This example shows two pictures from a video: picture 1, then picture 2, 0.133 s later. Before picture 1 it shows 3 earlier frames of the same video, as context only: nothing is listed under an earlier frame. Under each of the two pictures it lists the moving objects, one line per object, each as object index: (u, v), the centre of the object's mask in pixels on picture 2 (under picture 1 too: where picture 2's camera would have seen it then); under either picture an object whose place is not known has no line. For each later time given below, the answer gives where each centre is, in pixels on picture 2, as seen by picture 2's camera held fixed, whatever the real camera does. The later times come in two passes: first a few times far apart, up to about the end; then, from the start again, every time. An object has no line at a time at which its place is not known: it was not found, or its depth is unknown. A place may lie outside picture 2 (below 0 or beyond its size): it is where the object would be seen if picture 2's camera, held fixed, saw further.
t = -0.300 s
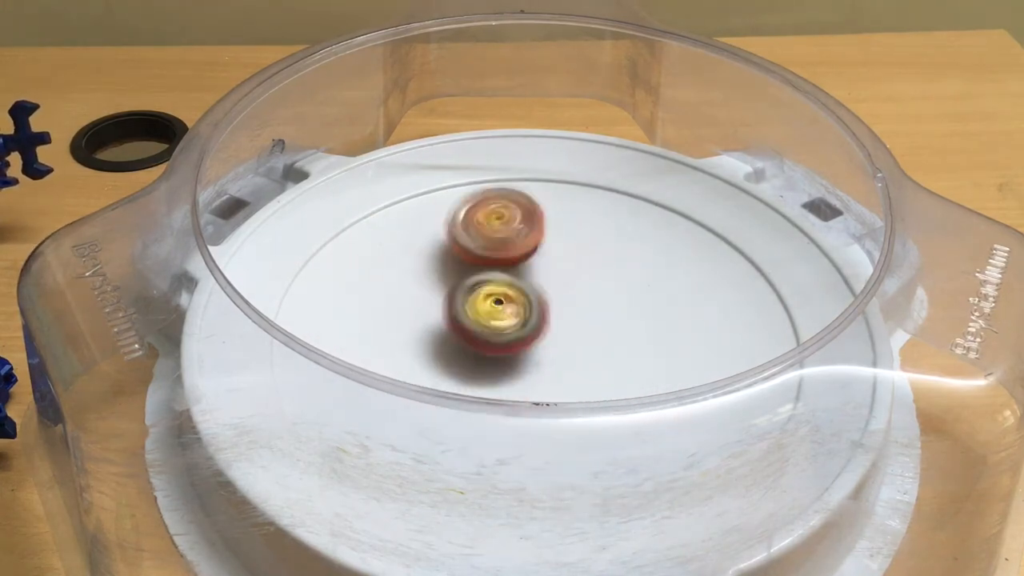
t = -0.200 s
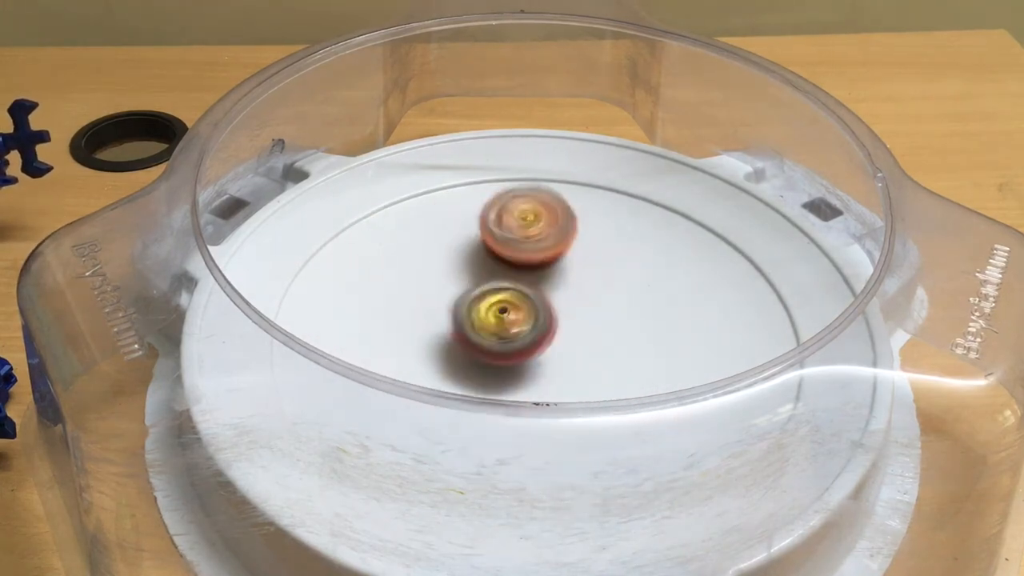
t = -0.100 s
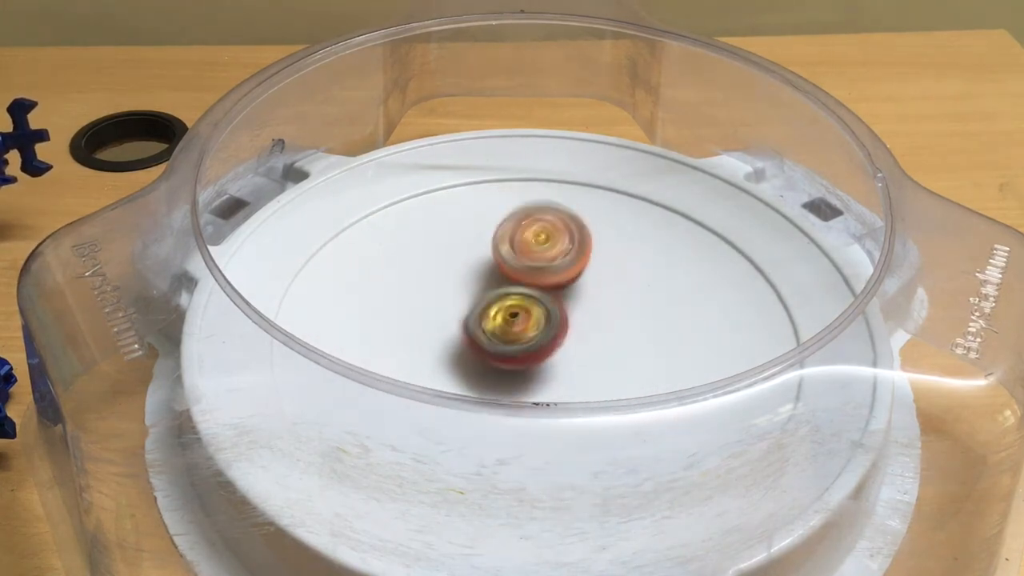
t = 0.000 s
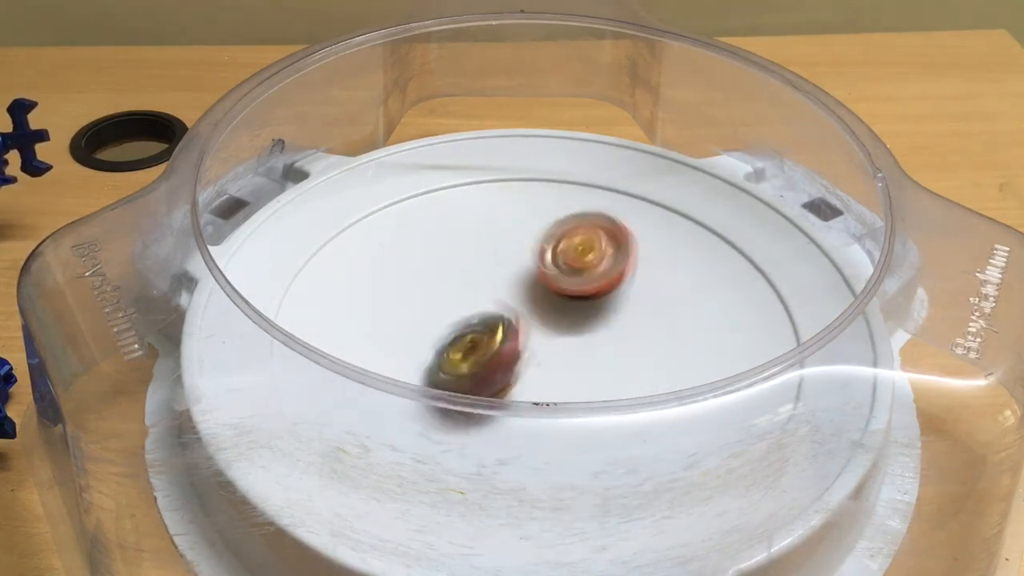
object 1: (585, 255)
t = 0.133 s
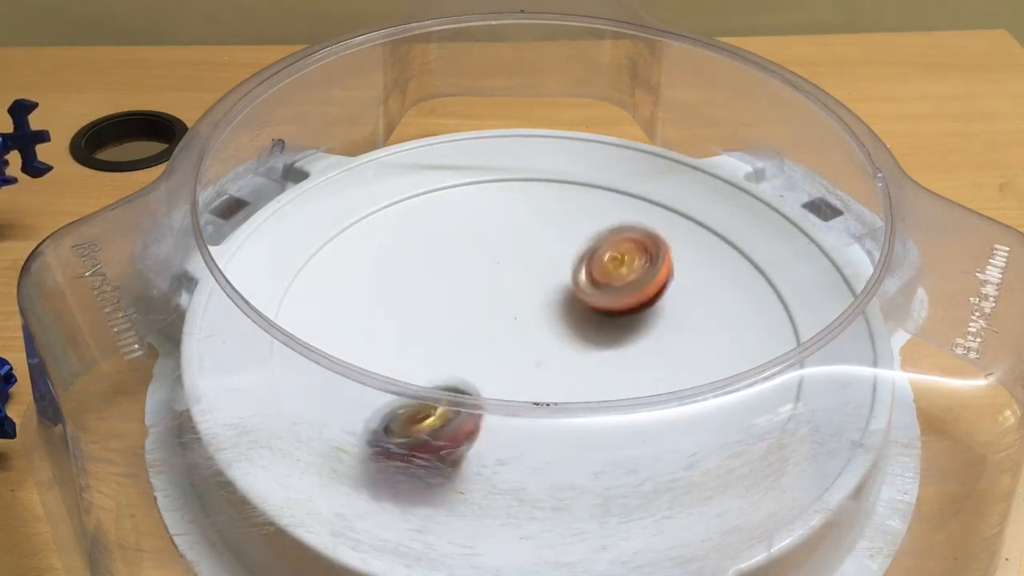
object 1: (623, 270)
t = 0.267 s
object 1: (616, 292)
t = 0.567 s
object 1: (524, 306)
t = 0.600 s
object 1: (516, 315)
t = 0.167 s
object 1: (625, 276)
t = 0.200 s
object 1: (623, 279)
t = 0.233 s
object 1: (618, 289)
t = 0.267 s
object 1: (616, 292)
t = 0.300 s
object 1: (609, 299)
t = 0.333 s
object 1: (601, 306)
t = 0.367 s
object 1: (594, 305)
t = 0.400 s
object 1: (584, 302)
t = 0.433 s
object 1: (570, 305)
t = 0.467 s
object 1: (556, 309)
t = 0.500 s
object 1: (541, 320)
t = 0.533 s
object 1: (536, 310)
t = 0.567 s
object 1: (524, 306)
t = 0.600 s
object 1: (516, 315)
